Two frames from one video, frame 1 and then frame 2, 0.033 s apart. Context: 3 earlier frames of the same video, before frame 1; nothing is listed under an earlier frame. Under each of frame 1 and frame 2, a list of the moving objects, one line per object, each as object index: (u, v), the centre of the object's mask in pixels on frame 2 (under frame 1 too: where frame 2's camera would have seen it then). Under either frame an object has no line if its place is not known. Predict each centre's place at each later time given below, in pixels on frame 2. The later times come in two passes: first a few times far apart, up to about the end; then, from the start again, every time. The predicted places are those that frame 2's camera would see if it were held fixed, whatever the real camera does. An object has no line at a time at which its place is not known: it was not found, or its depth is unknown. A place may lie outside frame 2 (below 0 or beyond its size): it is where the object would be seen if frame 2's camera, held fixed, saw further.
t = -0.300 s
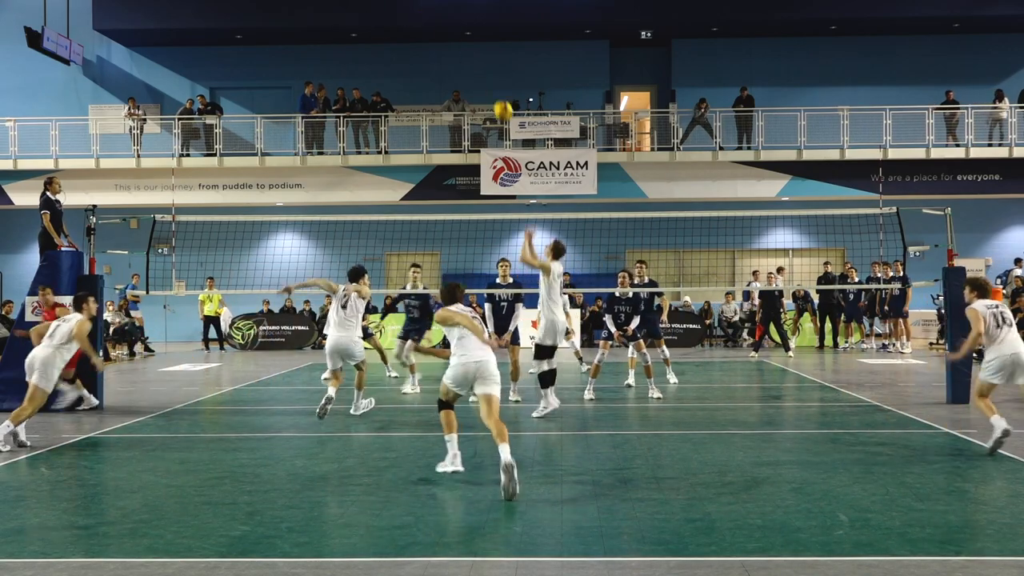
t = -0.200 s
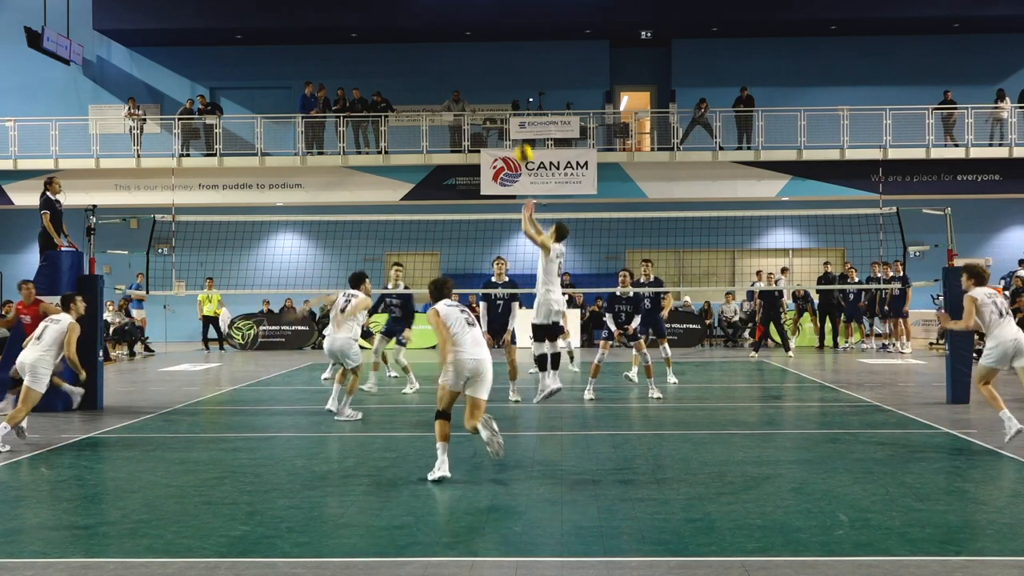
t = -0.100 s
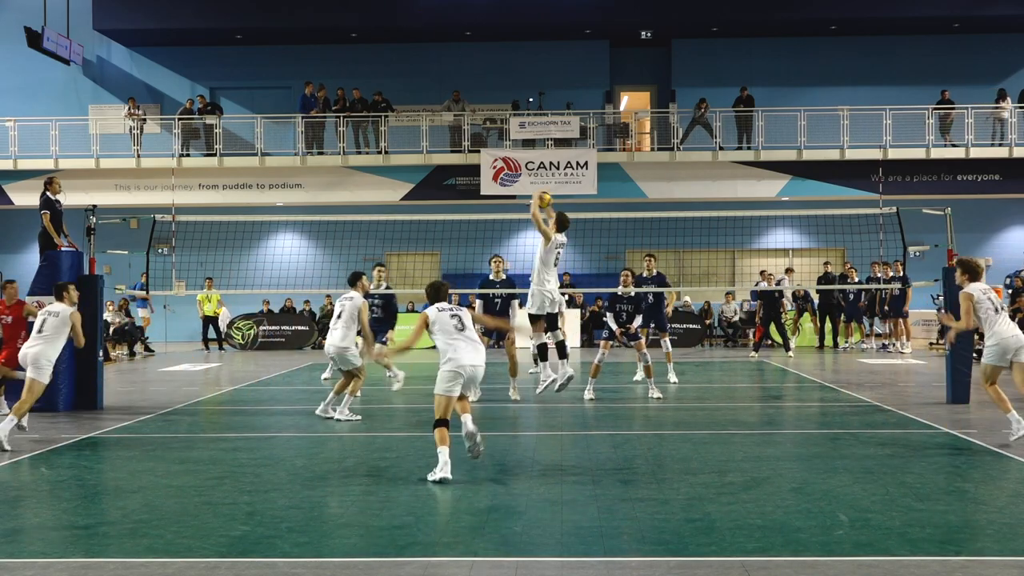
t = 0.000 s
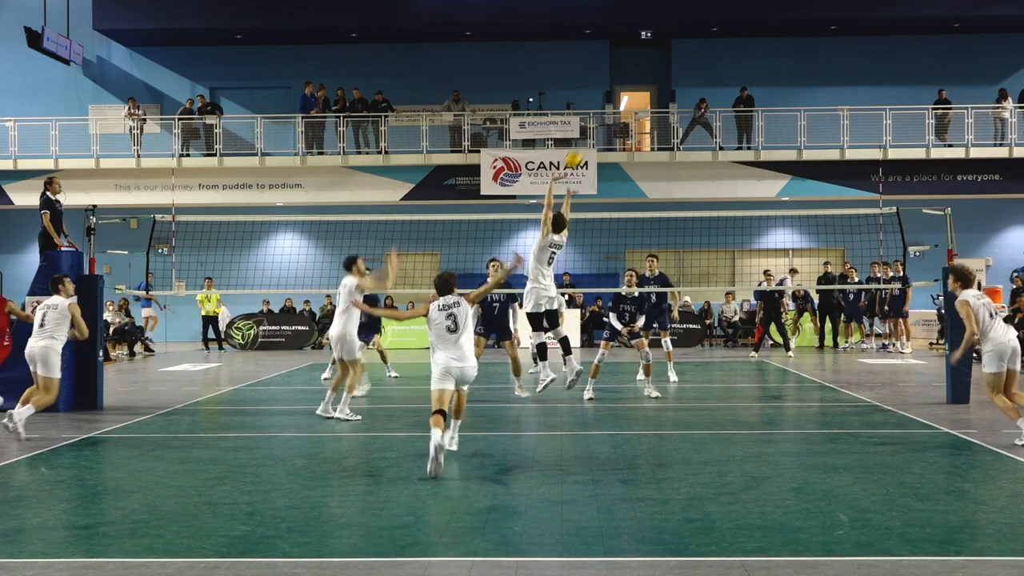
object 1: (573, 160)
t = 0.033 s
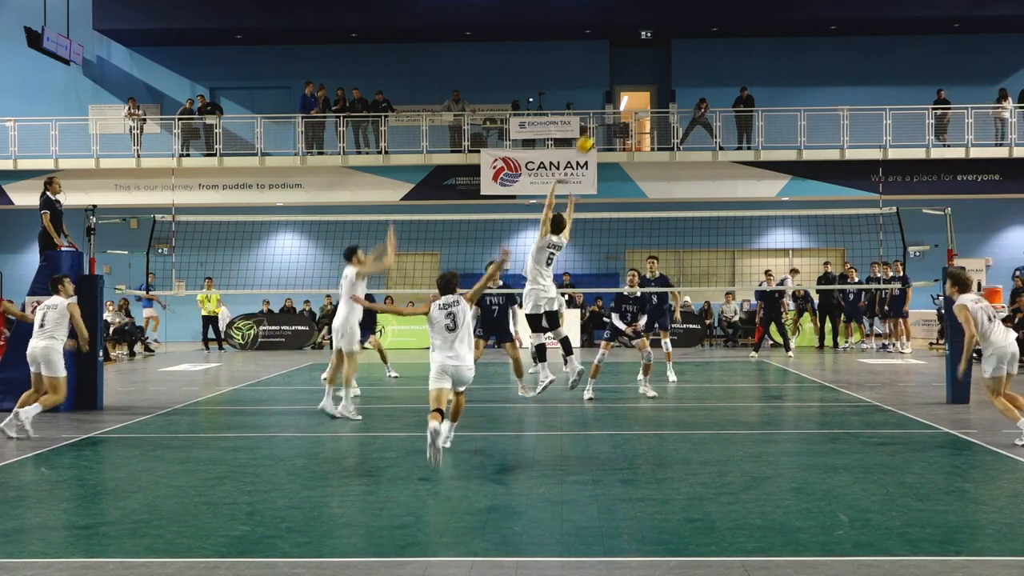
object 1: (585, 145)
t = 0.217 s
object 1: (647, 77)
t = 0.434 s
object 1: (720, 36)
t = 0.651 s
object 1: (792, 34)
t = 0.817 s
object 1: (846, 59)
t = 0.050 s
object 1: (591, 136)
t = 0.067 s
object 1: (597, 130)
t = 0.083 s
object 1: (602, 122)
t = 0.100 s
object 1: (608, 116)
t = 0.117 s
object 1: (612, 109)
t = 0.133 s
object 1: (618, 104)
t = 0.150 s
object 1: (624, 97)
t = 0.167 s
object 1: (631, 92)
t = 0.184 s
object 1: (637, 86)
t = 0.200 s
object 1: (642, 81)
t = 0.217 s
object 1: (647, 77)
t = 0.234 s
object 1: (653, 73)
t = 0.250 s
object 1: (659, 68)
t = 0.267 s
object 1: (664, 64)
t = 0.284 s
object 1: (670, 60)
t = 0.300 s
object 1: (676, 56)
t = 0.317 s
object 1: (681, 53)
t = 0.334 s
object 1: (687, 50)
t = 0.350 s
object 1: (692, 47)
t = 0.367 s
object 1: (698, 44)
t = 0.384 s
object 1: (704, 42)
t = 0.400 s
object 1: (709, 39)
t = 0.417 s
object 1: (715, 38)
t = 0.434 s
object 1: (720, 36)
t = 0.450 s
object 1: (726, 34)
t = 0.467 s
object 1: (731, 33)
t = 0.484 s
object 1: (737, 32)
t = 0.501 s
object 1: (742, 31)
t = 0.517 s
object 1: (748, 30)
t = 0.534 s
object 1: (754, 30)
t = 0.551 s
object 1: (759, 30)
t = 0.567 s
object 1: (765, 30)
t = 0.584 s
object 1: (770, 30)
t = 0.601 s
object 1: (775, 31)
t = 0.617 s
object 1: (781, 32)
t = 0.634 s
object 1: (786, 33)
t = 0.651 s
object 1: (792, 34)
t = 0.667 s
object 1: (797, 35)
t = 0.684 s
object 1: (803, 37)
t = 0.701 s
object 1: (808, 39)
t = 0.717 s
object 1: (814, 41)
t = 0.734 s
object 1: (819, 44)
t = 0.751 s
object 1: (825, 46)
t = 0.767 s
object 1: (830, 49)
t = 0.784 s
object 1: (835, 52)
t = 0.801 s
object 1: (841, 55)
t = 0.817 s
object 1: (846, 59)
